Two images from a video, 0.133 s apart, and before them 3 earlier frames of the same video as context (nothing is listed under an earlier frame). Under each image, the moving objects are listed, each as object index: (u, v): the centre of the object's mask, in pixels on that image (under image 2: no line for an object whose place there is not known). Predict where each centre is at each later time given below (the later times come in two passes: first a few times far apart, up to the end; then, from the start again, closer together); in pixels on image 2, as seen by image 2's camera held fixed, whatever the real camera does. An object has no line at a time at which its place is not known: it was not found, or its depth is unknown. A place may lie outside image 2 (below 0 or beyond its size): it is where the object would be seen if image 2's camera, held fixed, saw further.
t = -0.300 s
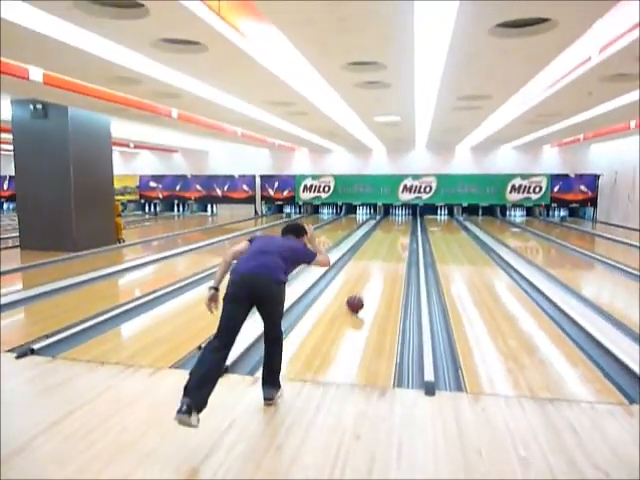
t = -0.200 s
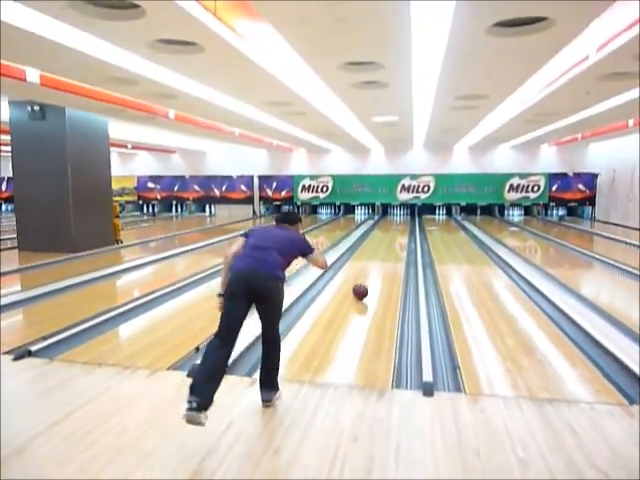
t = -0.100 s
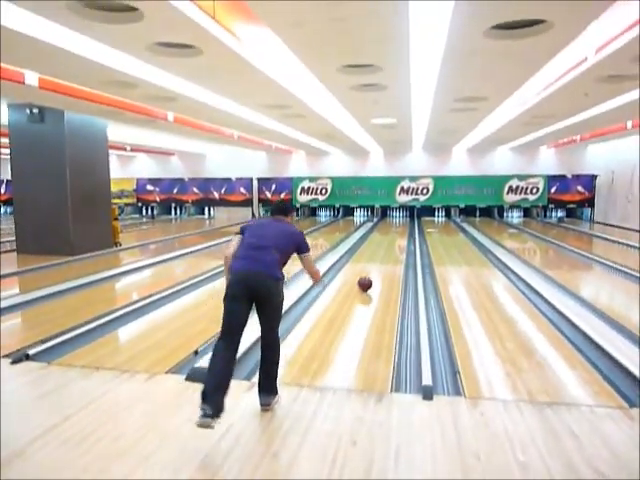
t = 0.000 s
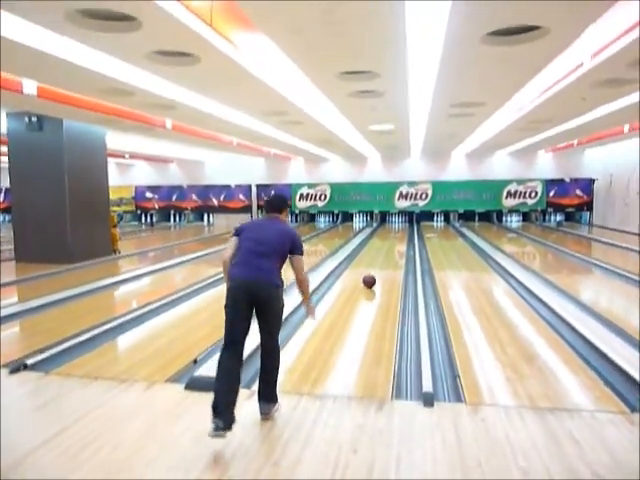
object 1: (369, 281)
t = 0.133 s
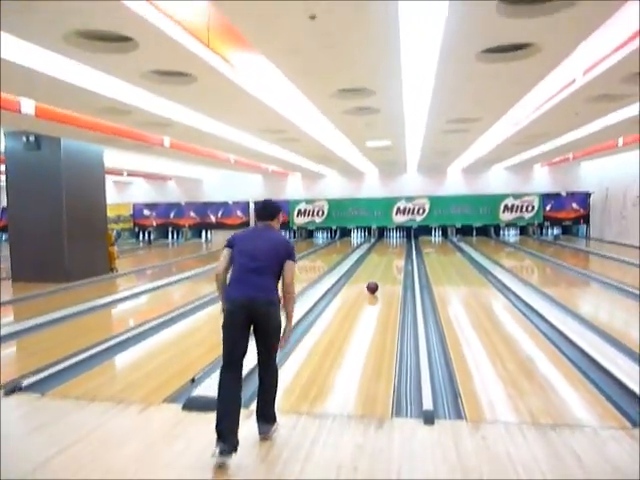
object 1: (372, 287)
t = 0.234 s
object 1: (374, 282)
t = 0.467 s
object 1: (380, 271)
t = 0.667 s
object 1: (383, 264)
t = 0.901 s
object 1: (387, 258)
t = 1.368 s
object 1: (391, 249)
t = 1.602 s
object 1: (393, 245)
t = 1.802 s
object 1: (394, 243)
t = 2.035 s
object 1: (394, 241)
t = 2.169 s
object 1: (394, 241)
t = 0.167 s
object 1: (373, 285)
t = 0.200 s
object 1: (374, 284)
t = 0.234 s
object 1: (374, 282)
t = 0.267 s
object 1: (375, 280)
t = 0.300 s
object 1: (376, 279)
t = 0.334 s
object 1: (377, 277)
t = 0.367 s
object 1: (378, 275)
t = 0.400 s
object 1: (378, 274)
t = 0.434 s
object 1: (379, 272)
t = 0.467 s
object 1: (380, 271)
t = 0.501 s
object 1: (380, 270)
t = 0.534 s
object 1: (381, 269)
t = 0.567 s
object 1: (381, 268)
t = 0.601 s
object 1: (382, 267)
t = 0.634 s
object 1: (383, 265)
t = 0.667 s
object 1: (383, 264)
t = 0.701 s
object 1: (384, 263)
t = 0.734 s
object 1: (384, 262)
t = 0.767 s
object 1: (385, 261)
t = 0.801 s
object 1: (385, 260)
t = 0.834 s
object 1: (386, 259)
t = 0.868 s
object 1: (386, 258)
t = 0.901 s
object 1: (387, 258)
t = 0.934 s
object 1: (387, 257)
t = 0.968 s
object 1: (387, 256)
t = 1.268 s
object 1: (390, 250)
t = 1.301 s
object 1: (390, 250)
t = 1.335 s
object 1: (391, 249)
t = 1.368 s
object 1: (391, 249)
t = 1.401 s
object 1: (391, 248)
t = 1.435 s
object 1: (392, 247)
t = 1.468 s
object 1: (392, 247)
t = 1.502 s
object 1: (392, 246)
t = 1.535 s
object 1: (392, 246)
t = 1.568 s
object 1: (392, 246)
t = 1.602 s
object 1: (393, 245)
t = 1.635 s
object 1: (393, 245)
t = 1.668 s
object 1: (393, 244)
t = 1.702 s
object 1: (393, 244)
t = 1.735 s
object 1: (393, 244)
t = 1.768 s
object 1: (394, 243)
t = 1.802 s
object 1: (394, 243)
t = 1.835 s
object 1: (393, 243)
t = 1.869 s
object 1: (394, 242)
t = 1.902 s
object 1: (394, 242)
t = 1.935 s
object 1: (394, 242)
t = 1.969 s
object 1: (394, 241)
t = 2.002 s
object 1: (394, 241)
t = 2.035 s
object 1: (394, 241)
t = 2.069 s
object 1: (394, 241)
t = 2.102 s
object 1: (394, 241)
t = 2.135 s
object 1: (395, 241)
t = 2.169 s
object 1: (394, 241)
